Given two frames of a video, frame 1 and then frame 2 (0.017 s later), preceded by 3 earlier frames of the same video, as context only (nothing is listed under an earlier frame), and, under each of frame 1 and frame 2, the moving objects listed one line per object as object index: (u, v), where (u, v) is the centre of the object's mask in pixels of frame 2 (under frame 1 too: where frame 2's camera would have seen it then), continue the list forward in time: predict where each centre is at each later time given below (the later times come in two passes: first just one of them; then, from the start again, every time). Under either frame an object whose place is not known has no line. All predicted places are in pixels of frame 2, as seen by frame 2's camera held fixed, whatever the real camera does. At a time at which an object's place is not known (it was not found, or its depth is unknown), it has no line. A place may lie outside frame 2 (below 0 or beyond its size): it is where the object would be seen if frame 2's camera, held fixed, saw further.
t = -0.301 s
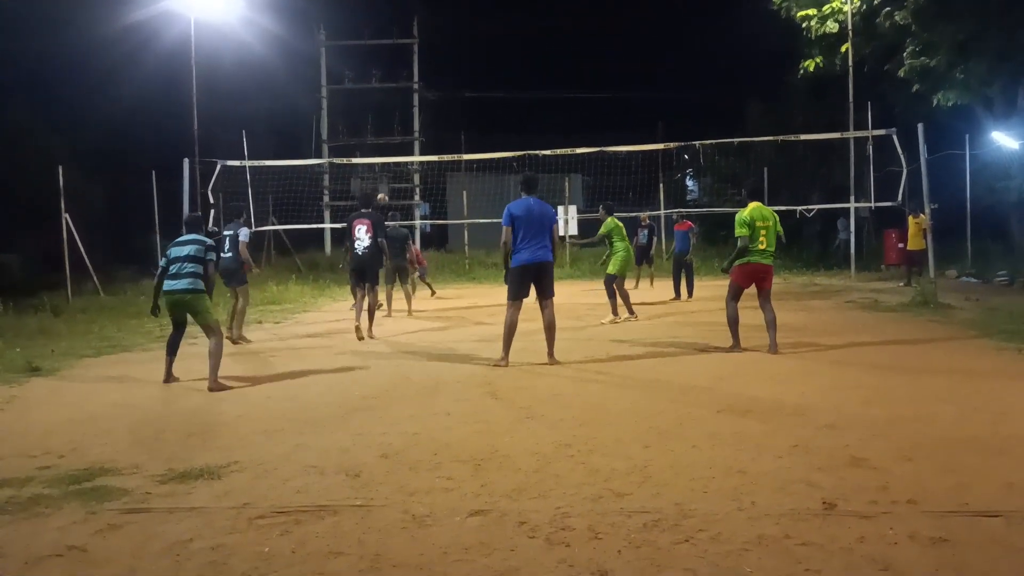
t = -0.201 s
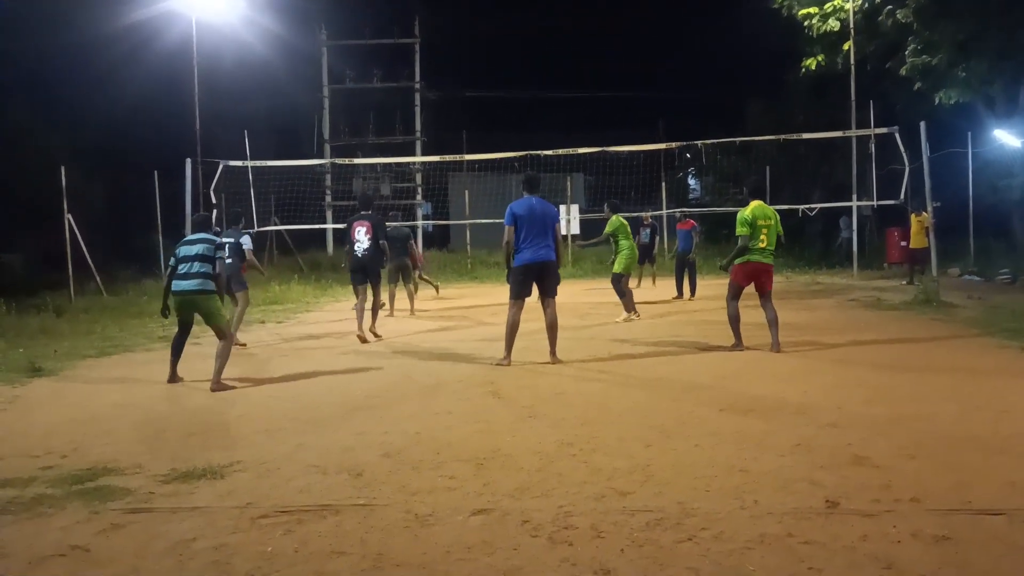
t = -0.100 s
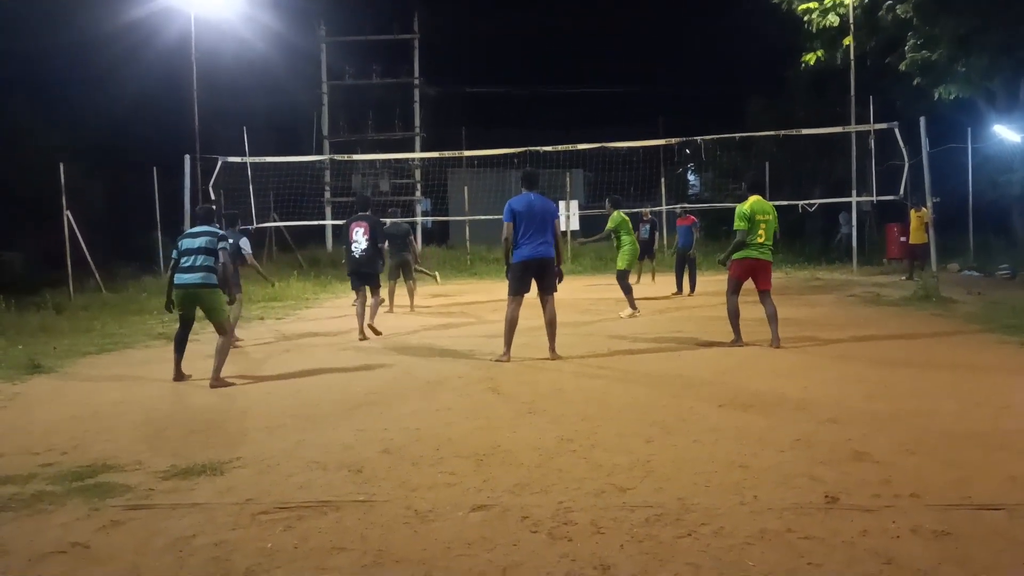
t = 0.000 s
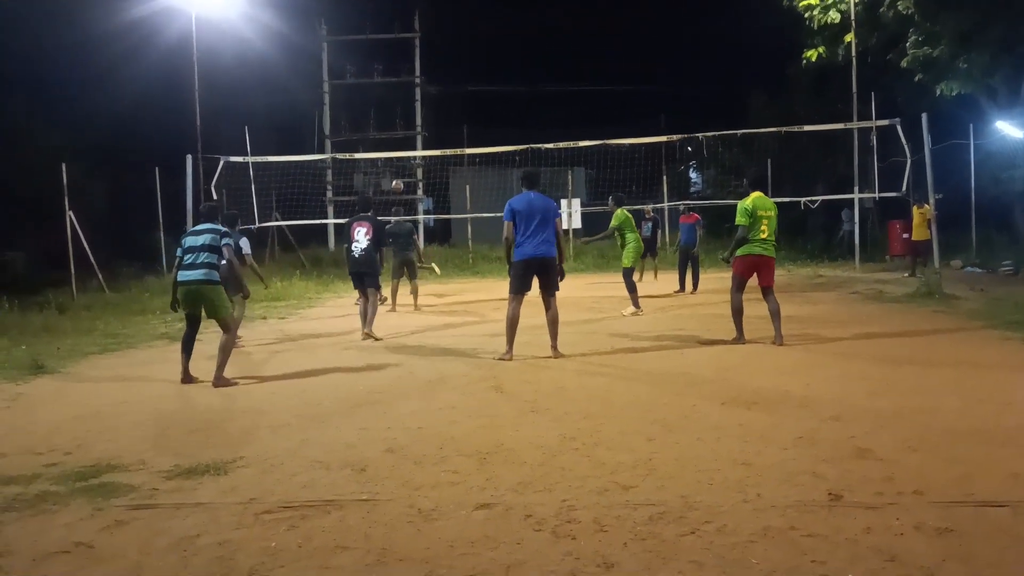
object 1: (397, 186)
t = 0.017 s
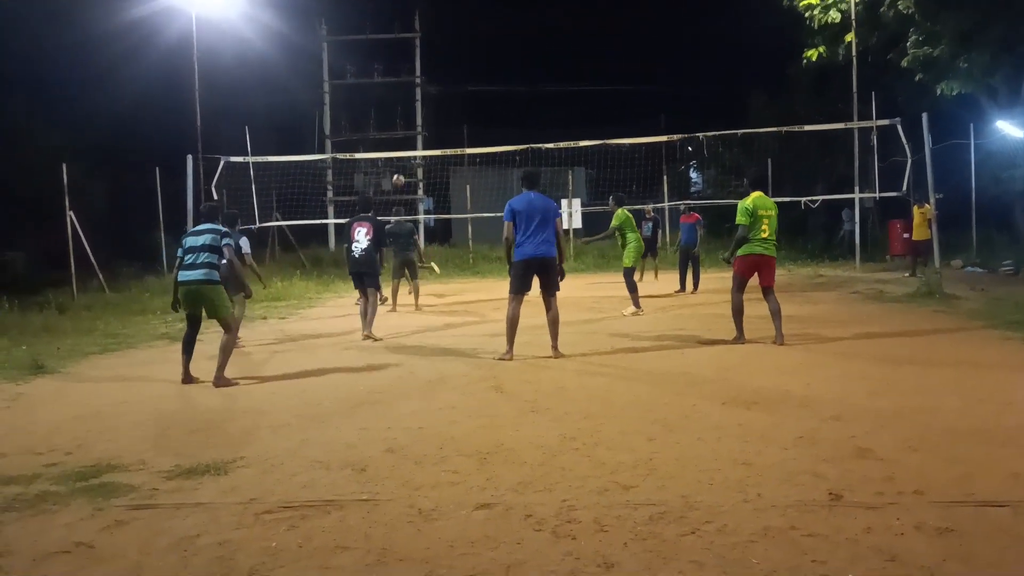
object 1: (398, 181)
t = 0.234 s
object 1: (406, 111)
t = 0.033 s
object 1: (399, 174)
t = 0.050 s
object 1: (400, 169)
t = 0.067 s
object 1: (400, 163)
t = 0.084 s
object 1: (400, 160)
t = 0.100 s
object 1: (401, 149)
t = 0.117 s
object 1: (402, 146)
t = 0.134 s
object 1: (402, 142)
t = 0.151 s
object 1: (403, 136)
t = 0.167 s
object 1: (404, 131)
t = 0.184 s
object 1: (404, 126)
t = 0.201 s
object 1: (405, 121)
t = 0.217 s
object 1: (406, 116)
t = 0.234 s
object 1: (406, 111)
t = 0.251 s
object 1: (407, 106)
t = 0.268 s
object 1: (408, 102)
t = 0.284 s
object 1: (409, 97)
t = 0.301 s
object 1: (412, 93)
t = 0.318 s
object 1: (411, 90)
